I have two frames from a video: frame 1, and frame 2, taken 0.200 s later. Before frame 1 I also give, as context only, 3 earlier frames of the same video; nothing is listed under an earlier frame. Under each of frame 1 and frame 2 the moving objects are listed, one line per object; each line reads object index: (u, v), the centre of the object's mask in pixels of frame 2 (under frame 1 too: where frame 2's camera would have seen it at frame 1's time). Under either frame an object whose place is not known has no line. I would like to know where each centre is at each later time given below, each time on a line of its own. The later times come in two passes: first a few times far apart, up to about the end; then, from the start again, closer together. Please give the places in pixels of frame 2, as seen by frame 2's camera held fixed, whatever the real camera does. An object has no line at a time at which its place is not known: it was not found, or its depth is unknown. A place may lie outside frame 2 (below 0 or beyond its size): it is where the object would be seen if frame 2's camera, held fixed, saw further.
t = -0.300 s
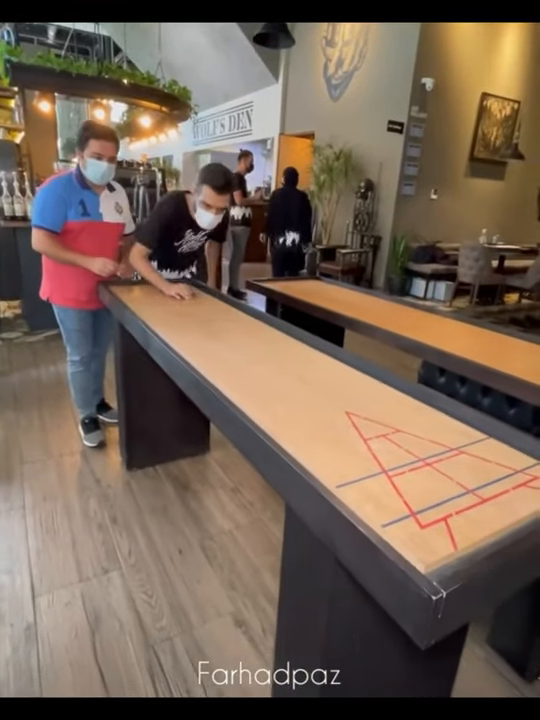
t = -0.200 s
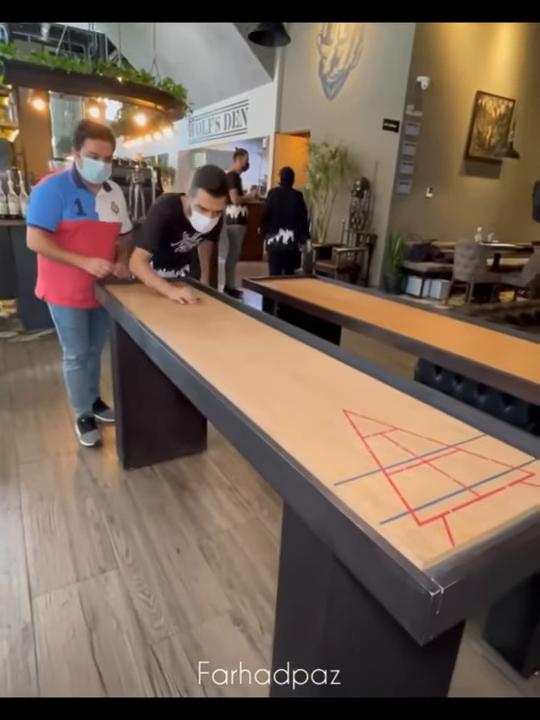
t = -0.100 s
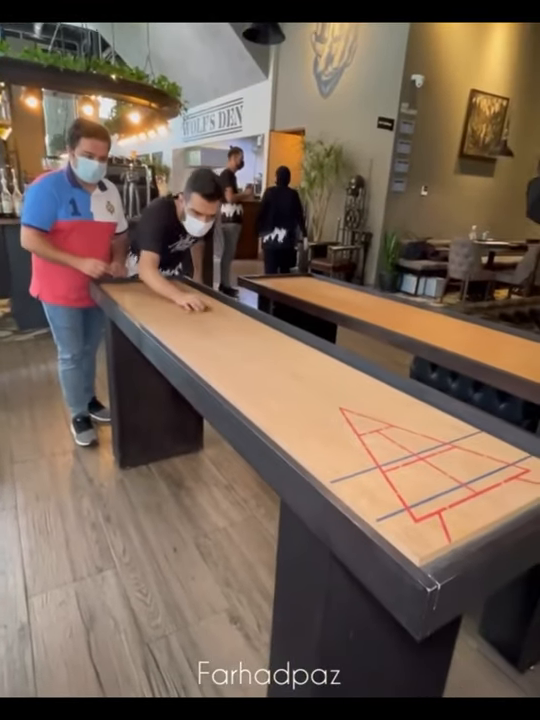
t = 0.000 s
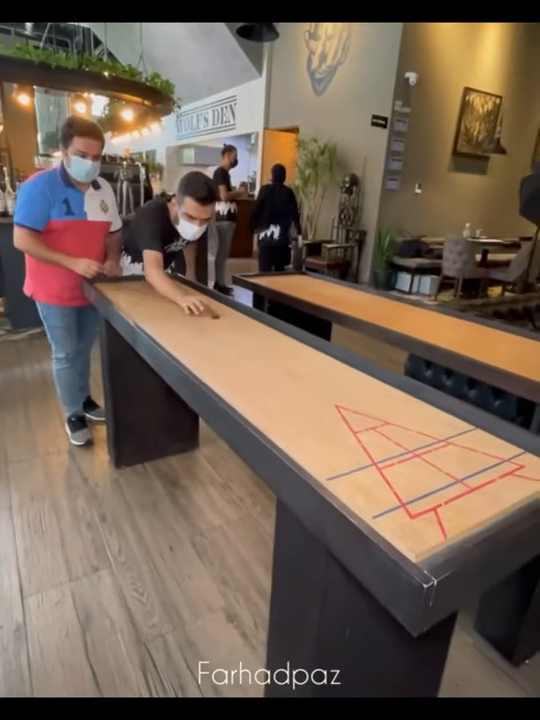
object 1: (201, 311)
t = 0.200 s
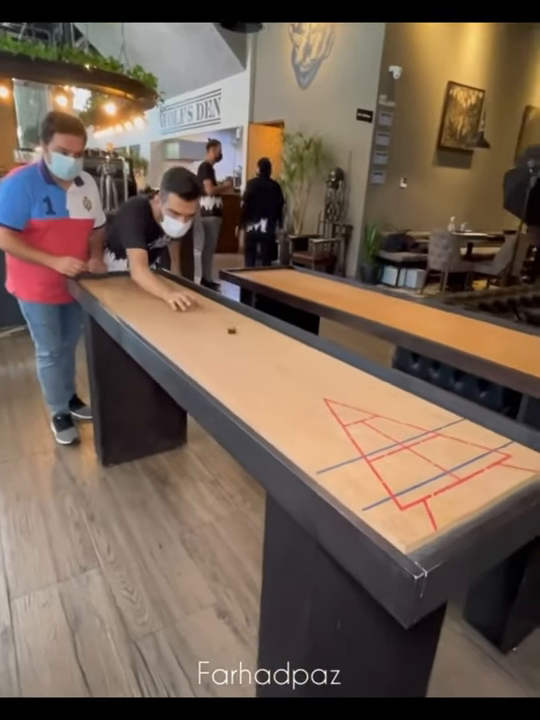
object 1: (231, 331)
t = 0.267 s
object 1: (242, 337)
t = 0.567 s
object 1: (294, 371)
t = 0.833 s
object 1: (340, 401)
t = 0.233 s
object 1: (236, 334)
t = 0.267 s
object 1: (242, 337)
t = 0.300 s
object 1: (247, 341)
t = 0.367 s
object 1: (259, 349)
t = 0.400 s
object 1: (264, 352)
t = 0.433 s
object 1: (270, 356)
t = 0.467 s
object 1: (276, 360)
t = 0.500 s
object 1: (282, 364)
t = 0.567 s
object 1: (294, 371)
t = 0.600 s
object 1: (300, 375)
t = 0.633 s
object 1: (306, 379)
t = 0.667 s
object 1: (311, 383)
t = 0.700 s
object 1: (317, 387)
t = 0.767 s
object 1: (329, 394)
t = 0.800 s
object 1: (334, 398)
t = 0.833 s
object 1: (340, 401)
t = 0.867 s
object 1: (345, 405)
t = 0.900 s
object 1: (351, 408)
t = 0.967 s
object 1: (361, 416)
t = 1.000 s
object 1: (366, 419)
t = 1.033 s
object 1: (371, 422)
